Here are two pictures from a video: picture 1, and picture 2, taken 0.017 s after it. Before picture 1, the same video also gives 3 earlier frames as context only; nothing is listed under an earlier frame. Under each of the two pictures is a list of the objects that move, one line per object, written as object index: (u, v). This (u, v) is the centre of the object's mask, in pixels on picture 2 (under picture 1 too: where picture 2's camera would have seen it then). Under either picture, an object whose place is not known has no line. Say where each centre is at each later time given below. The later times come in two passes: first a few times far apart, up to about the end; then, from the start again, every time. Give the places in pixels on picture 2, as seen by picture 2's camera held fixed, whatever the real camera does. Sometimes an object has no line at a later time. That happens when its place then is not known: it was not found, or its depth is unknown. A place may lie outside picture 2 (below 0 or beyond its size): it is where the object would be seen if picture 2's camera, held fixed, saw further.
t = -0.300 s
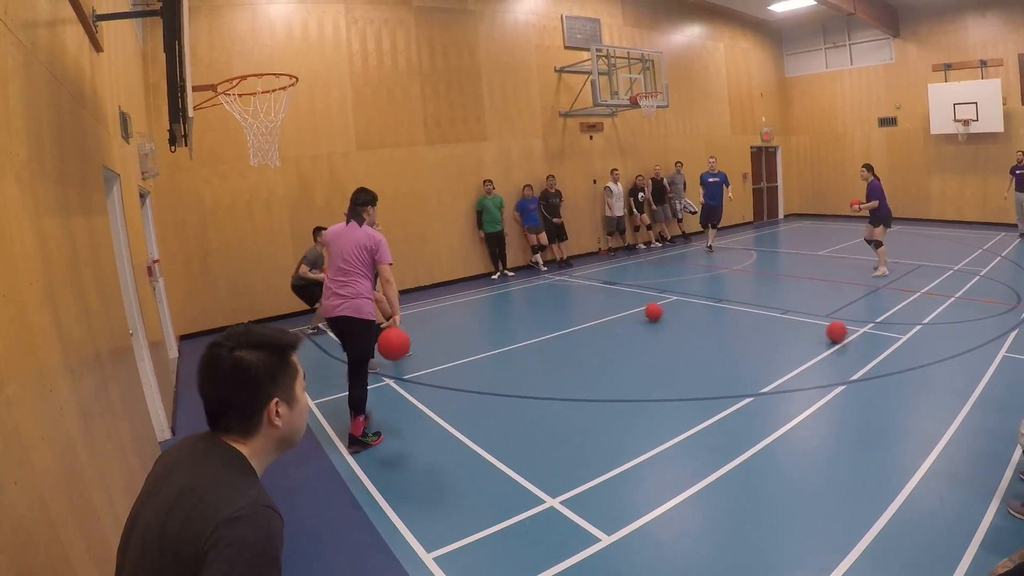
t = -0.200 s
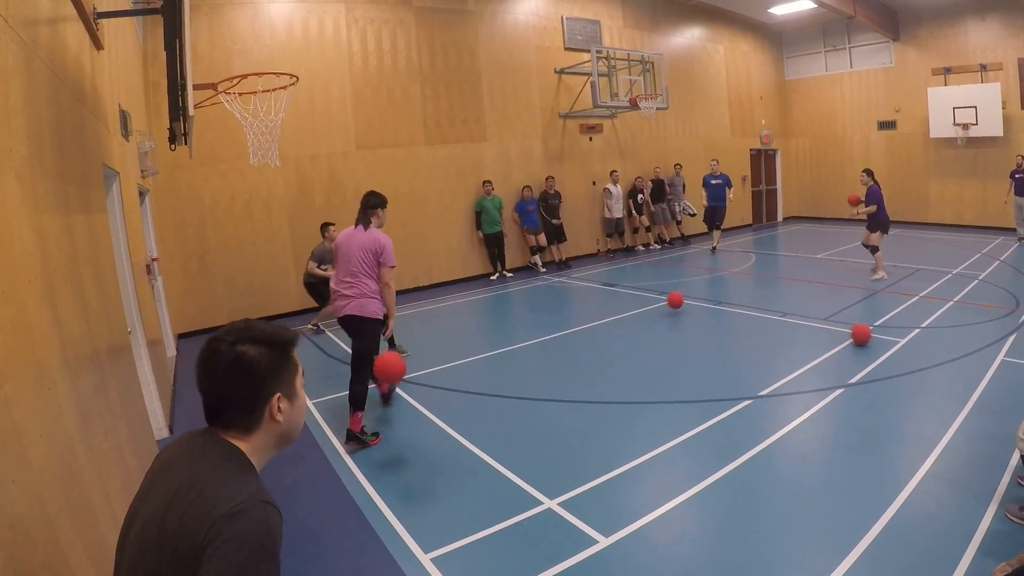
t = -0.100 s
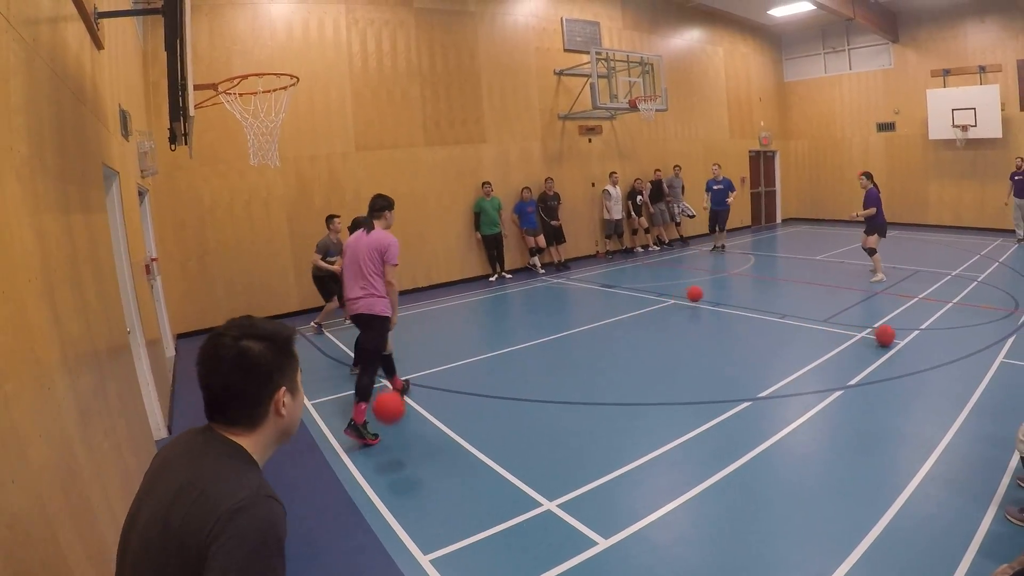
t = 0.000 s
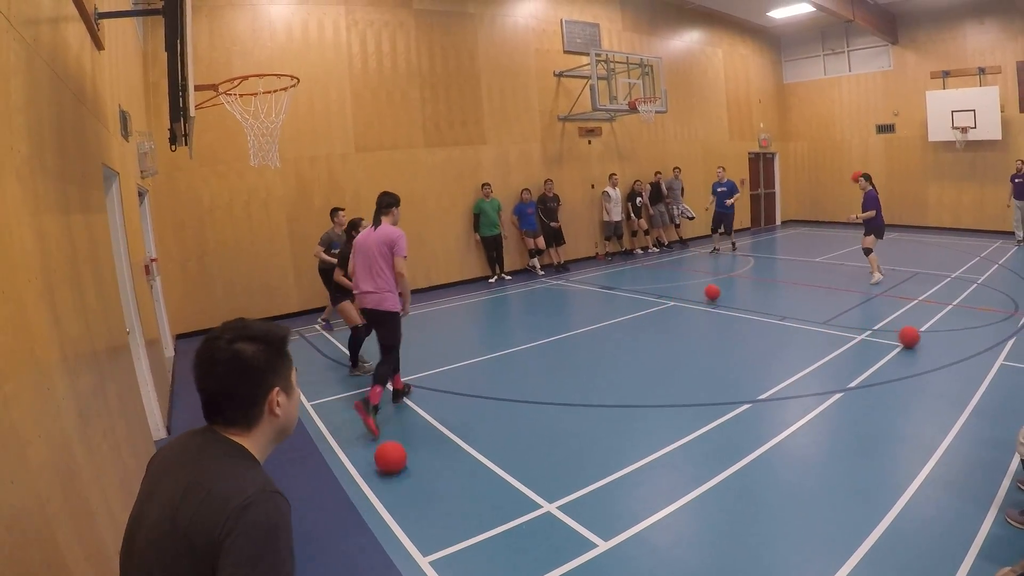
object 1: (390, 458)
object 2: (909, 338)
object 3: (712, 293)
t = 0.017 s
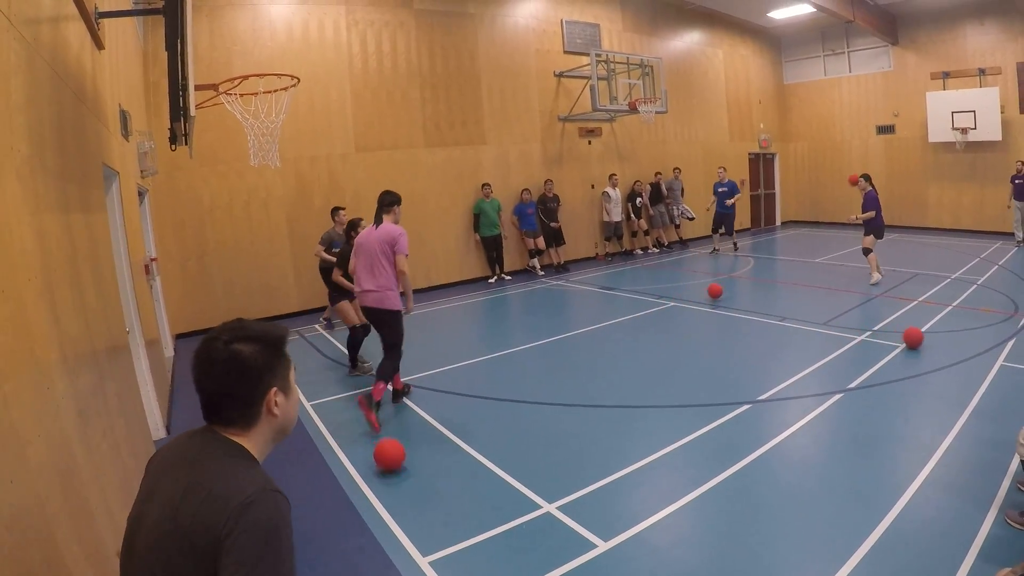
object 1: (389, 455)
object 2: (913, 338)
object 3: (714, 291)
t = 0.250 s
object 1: (382, 424)
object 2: (968, 335)
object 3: (749, 278)
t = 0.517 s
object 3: (780, 267)
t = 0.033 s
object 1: (388, 450)
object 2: (917, 337)
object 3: (717, 289)
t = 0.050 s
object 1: (388, 446)
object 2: (921, 337)
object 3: (720, 288)
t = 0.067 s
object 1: (387, 442)
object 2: (925, 337)
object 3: (723, 287)
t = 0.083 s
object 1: (386, 438)
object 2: (929, 337)
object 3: (725, 286)
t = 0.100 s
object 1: (386, 435)
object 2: (933, 337)
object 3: (728, 285)
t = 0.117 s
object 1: (385, 433)
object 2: (937, 337)
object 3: (730, 285)
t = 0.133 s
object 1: (385, 430)
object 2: (941, 336)
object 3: (733, 284)
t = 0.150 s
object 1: (384, 428)
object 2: (944, 336)
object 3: (735, 284)
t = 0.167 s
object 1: (384, 427)
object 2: (948, 336)
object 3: (737, 284)
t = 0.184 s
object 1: (383, 426)
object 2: (952, 335)
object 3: (740, 282)
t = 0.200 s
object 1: (383, 425)
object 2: (956, 335)
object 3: (742, 281)
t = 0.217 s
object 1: (383, 424)
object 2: (960, 335)
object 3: (744, 280)
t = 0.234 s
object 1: (382, 424)
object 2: (964, 335)
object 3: (746, 279)
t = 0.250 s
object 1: (382, 424)
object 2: (968, 335)
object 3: (749, 278)
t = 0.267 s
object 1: (382, 425)
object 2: (972, 335)
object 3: (751, 277)
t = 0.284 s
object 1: (382, 426)
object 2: (976, 335)
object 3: (753, 277)
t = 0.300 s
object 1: (381, 428)
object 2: (980, 334)
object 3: (755, 277)
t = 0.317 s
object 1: (381, 430)
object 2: (984, 334)
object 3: (757, 276)
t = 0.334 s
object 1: (381, 432)
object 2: (987, 334)
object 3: (759, 275)
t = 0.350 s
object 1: (382, 434)
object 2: (991, 334)
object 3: (761, 274)
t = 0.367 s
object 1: (382, 438)
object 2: (995, 334)
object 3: (763, 273)
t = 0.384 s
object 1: (382, 441)
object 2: (999, 334)
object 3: (764, 273)
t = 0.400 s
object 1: (382, 445)
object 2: (1003, 334)
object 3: (766, 272)
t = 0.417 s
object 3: (768, 272)
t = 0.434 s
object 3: (770, 271)
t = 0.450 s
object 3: (772, 270)
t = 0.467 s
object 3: (774, 269)
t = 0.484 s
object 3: (776, 269)
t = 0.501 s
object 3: (778, 268)
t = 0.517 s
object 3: (780, 267)
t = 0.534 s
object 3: (782, 267)
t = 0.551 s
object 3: (784, 266)
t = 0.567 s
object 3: (786, 265)
